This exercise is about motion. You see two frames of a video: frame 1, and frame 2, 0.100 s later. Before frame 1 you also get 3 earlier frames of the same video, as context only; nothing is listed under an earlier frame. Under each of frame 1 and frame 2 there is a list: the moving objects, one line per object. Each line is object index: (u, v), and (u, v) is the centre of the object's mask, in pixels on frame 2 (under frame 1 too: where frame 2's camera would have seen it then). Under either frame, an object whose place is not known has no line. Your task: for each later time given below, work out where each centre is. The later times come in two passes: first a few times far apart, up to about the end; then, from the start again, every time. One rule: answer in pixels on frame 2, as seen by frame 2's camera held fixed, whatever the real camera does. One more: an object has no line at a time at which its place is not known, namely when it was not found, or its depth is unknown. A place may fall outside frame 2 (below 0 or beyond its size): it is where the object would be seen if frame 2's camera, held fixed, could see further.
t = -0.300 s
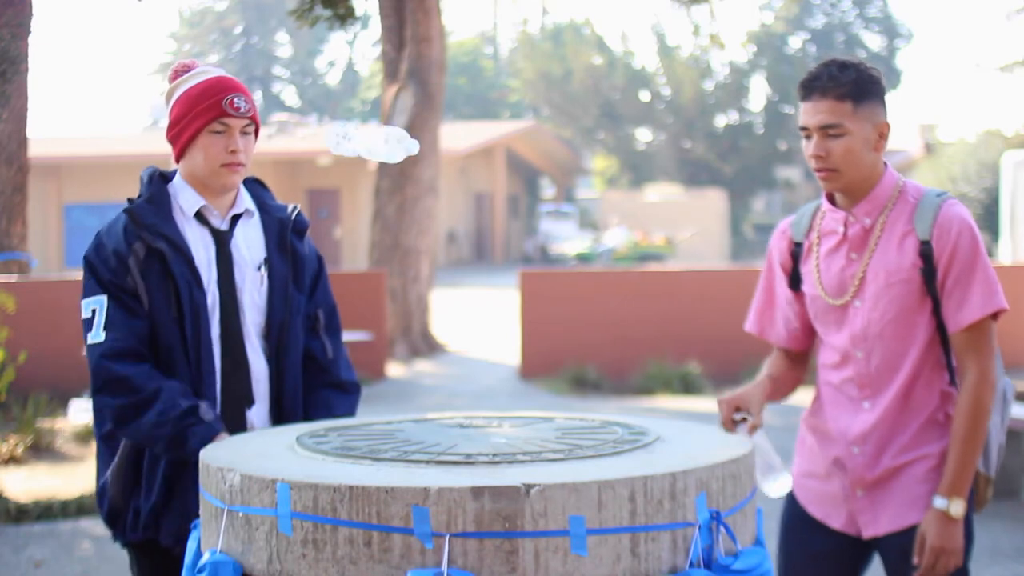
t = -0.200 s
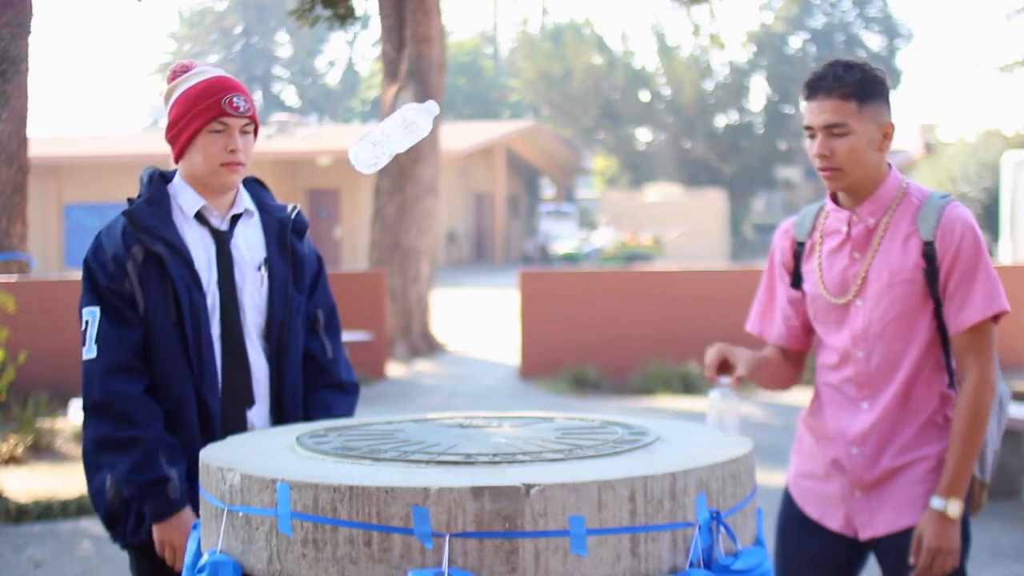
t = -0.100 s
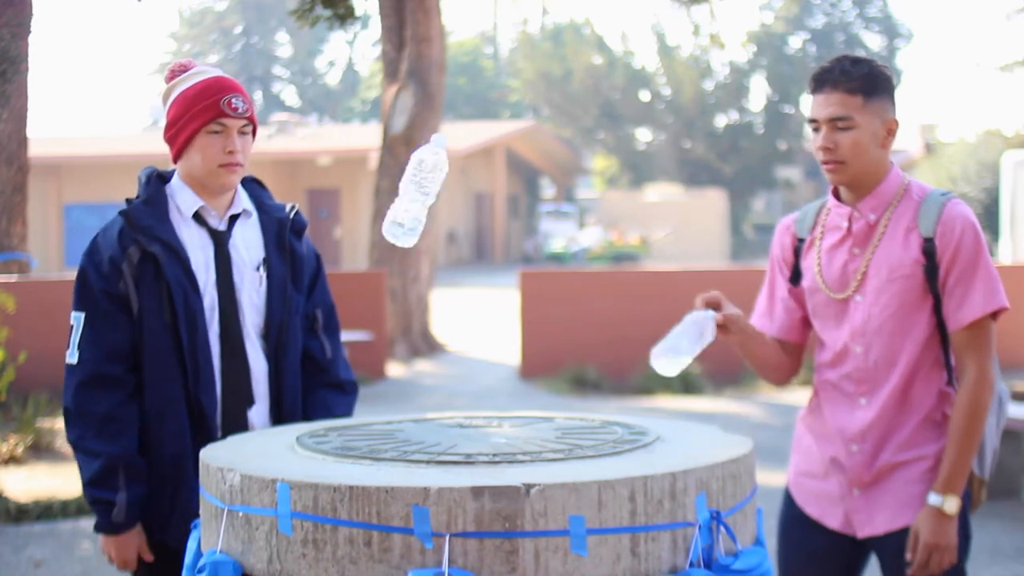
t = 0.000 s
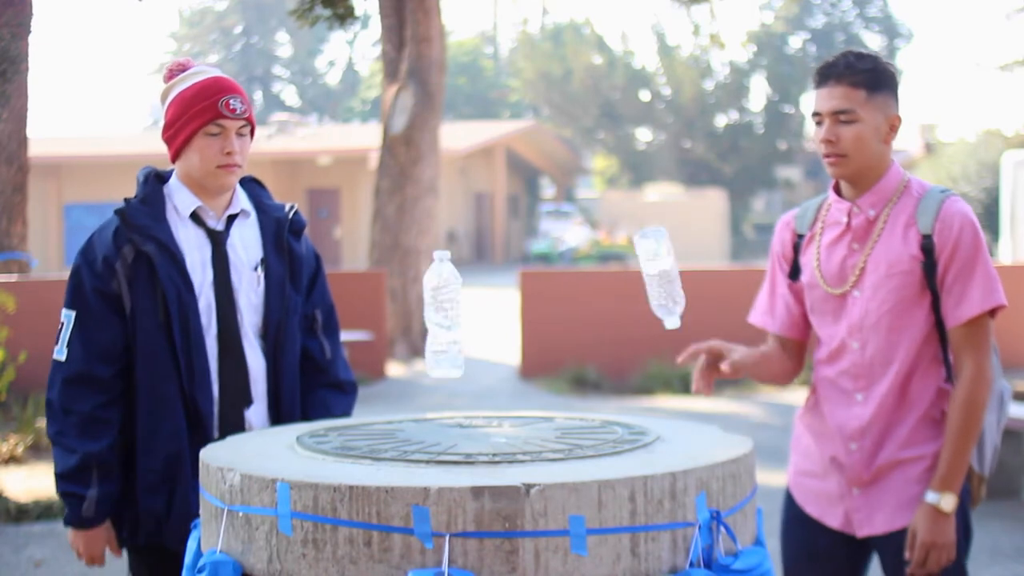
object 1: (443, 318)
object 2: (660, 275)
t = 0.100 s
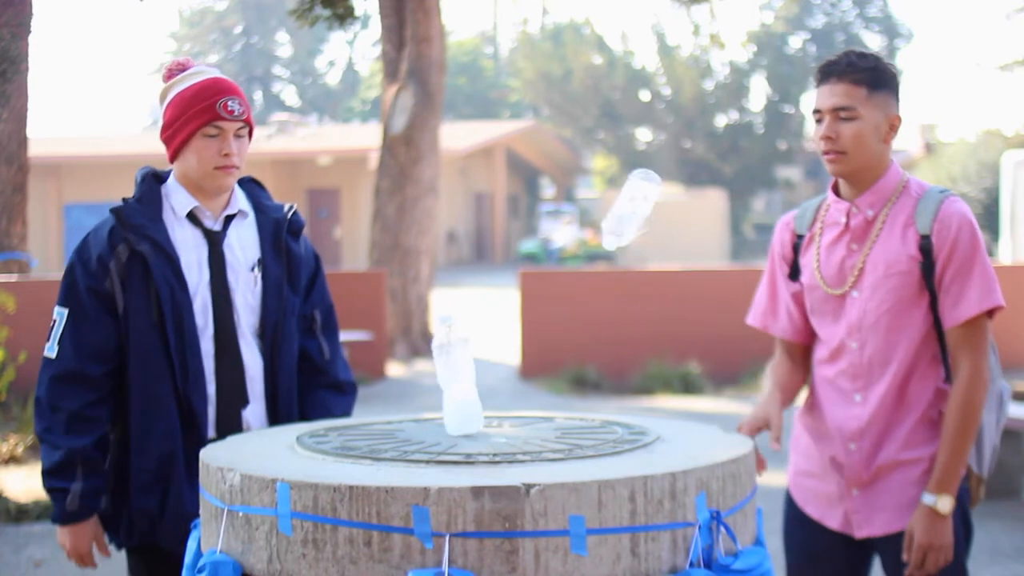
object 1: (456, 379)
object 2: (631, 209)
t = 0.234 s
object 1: (475, 381)
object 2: (610, 194)
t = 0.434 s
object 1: (485, 385)
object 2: (584, 370)
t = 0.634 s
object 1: (479, 386)
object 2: (580, 370)
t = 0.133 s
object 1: (462, 381)
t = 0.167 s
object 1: (468, 380)
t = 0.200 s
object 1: (472, 381)
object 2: (615, 187)
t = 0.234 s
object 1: (475, 381)
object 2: (610, 194)
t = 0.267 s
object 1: (479, 382)
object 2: (606, 209)
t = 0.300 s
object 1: (482, 382)
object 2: (602, 232)
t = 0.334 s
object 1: (484, 383)
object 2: (598, 263)
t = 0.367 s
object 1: (485, 384)
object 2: (594, 301)
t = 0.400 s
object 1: (486, 384)
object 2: (589, 345)
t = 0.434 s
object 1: (485, 385)
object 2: (584, 370)
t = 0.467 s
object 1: (484, 385)
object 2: (580, 370)
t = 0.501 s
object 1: (483, 384)
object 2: (580, 370)
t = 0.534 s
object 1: (482, 385)
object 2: (579, 370)
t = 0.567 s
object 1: (480, 386)
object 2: (579, 370)
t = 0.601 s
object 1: (479, 386)
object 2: (578, 370)
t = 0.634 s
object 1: (479, 386)
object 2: (580, 370)
